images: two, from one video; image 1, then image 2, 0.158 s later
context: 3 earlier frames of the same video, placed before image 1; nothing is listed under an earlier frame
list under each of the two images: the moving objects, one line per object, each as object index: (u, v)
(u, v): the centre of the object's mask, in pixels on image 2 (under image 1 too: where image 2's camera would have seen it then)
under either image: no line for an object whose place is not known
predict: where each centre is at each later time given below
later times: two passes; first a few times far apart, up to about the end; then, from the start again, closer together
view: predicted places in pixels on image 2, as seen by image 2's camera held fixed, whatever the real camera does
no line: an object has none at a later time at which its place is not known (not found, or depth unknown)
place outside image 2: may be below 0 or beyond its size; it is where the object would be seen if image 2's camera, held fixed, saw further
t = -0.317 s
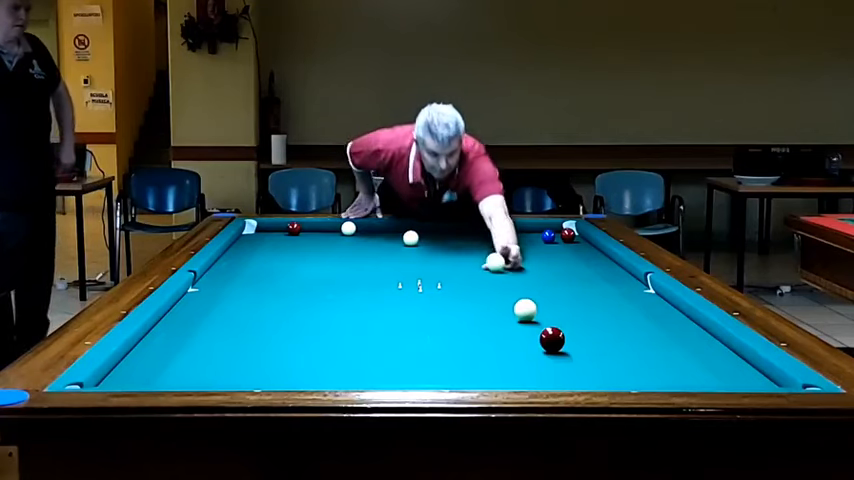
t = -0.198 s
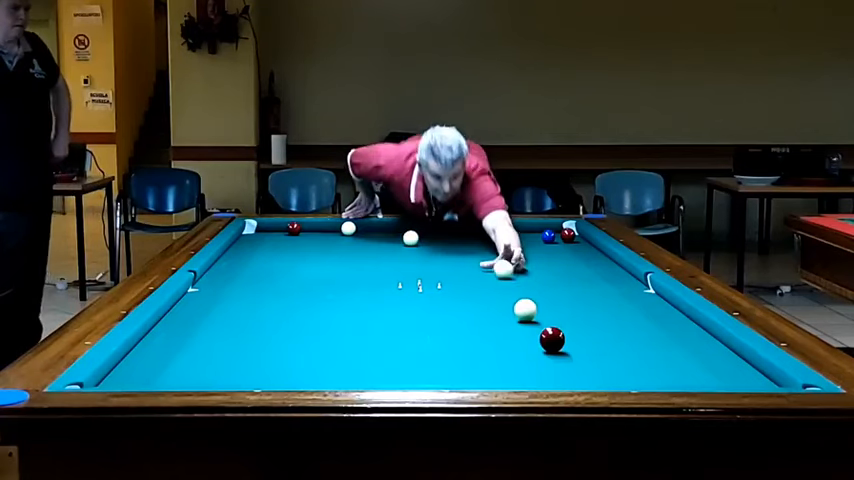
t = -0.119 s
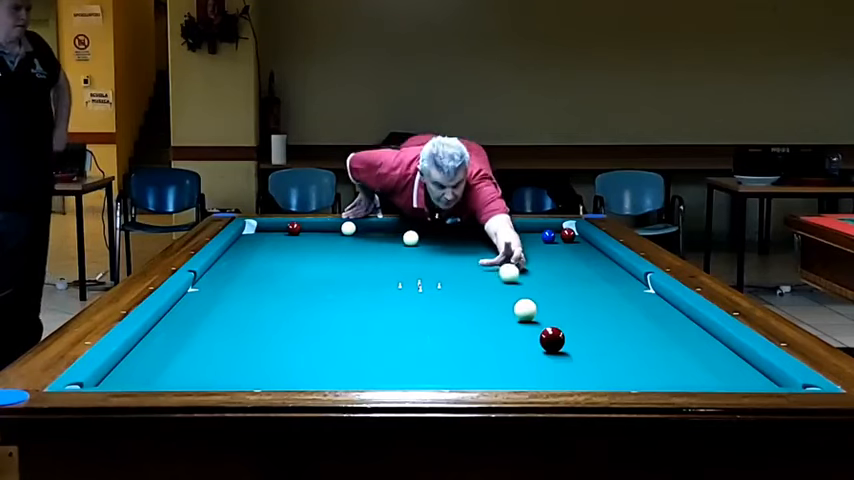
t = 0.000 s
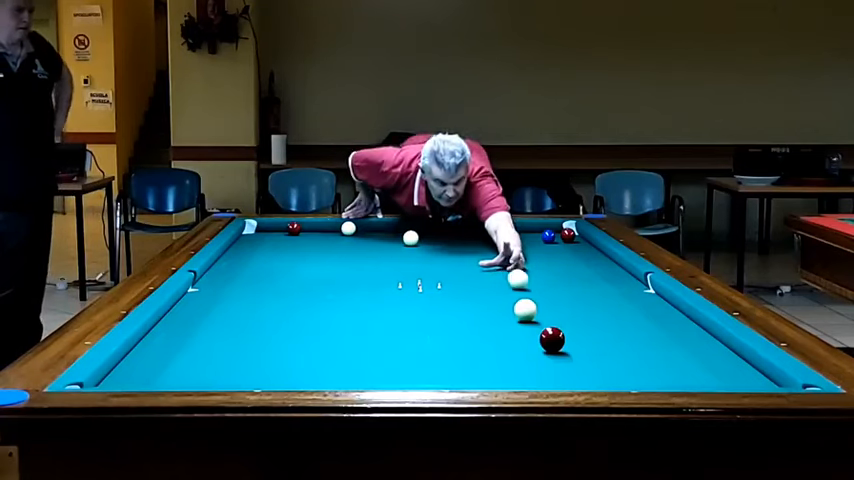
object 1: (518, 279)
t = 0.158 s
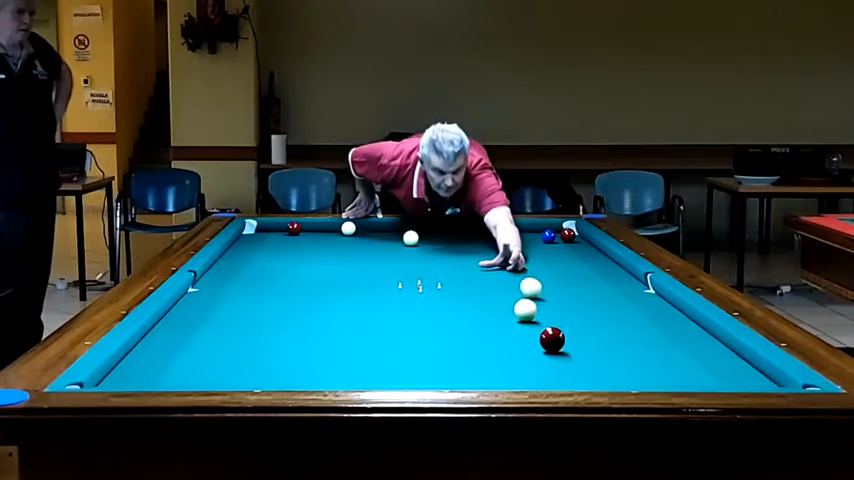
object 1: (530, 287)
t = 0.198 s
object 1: (534, 290)
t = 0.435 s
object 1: (555, 305)
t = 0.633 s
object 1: (576, 319)
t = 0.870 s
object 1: (604, 338)
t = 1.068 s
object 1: (631, 357)
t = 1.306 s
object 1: (667, 377)
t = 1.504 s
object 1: (679, 379)
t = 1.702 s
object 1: (672, 371)
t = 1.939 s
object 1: (664, 357)
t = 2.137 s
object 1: (659, 349)
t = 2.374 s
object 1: (652, 336)
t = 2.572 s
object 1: (647, 327)
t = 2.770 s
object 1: (642, 319)
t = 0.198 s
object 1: (534, 290)
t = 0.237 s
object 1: (538, 292)
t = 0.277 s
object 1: (541, 294)
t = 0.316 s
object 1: (544, 297)
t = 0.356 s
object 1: (548, 300)
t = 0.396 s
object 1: (552, 302)
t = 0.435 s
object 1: (555, 305)
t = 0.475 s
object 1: (560, 307)
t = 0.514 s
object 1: (563, 310)
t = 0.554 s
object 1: (568, 313)
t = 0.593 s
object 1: (572, 316)
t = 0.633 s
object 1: (576, 319)
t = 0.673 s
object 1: (580, 322)
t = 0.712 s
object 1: (585, 325)
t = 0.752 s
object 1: (590, 328)
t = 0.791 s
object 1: (594, 331)
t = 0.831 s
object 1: (599, 335)
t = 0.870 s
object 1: (604, 338)
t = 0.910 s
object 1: (609, 341)
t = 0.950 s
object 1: (615, 345)
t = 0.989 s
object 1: (620, 349)
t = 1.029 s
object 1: (625, 353)
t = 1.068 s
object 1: (631, 357)
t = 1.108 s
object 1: (637, 361)
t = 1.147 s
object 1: (643, 364)
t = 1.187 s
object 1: (649, 368)
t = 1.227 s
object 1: (655, 371)
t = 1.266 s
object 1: (661, 374)
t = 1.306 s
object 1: (667, 377)
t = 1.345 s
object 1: (673, 379)
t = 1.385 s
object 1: (680, 381)
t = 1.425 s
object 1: (685, 382)
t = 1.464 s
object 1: (682, 381)
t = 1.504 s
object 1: (679, 379)
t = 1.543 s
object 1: (678, 378)
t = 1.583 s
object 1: (676, 376)
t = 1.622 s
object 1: (675, 375)
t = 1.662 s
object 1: (674, 373)
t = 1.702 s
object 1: (672, 371)
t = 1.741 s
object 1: (671, 369)
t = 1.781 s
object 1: (669, 367)
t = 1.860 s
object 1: (666, 362)
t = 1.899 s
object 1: (665, 360)
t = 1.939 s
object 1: (664, 357)
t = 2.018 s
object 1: (661, 353)
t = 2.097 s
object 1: (660, 351)
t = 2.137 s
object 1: (659, 349)
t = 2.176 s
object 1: (658, 346)
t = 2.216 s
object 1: (656, 344)
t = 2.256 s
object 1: (655, 342)
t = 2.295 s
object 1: (654, 340)
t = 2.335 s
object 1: (653, 338)
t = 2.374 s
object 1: (652, 336)
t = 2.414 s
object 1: (651, 335)
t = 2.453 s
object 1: (650, 333)
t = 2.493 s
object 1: (649, 331)
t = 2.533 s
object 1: (648, 329)
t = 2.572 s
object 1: (647, 327)
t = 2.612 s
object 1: (646, 326)
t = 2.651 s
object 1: (645, 324)
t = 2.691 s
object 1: (644, 322)
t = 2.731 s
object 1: (643, 320)
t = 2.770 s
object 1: (642, 319)
